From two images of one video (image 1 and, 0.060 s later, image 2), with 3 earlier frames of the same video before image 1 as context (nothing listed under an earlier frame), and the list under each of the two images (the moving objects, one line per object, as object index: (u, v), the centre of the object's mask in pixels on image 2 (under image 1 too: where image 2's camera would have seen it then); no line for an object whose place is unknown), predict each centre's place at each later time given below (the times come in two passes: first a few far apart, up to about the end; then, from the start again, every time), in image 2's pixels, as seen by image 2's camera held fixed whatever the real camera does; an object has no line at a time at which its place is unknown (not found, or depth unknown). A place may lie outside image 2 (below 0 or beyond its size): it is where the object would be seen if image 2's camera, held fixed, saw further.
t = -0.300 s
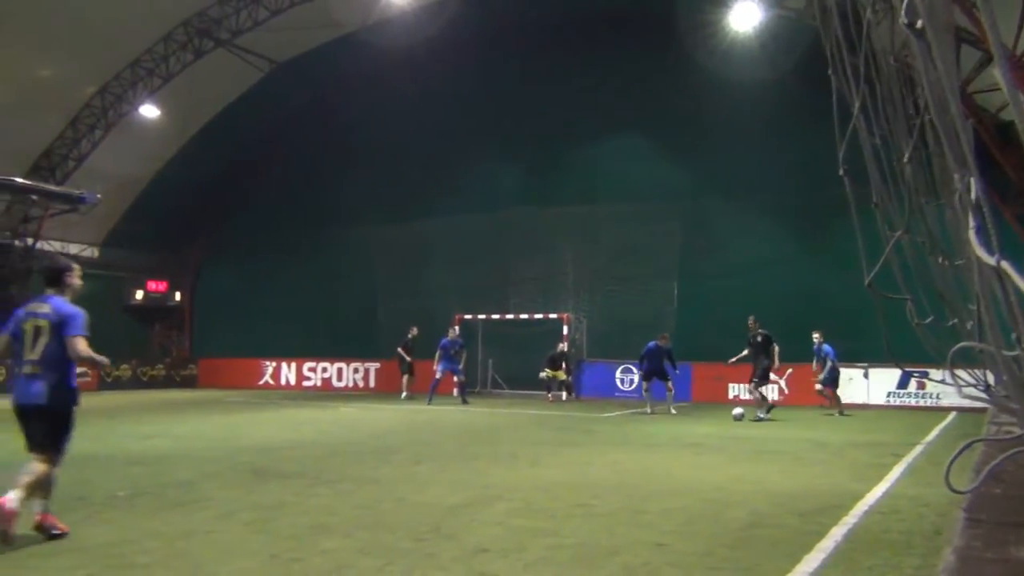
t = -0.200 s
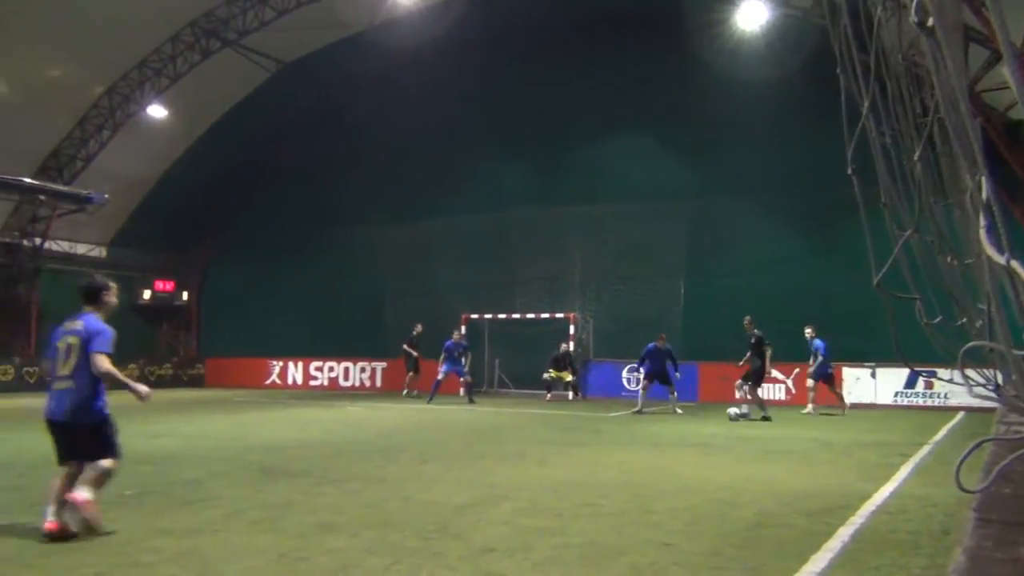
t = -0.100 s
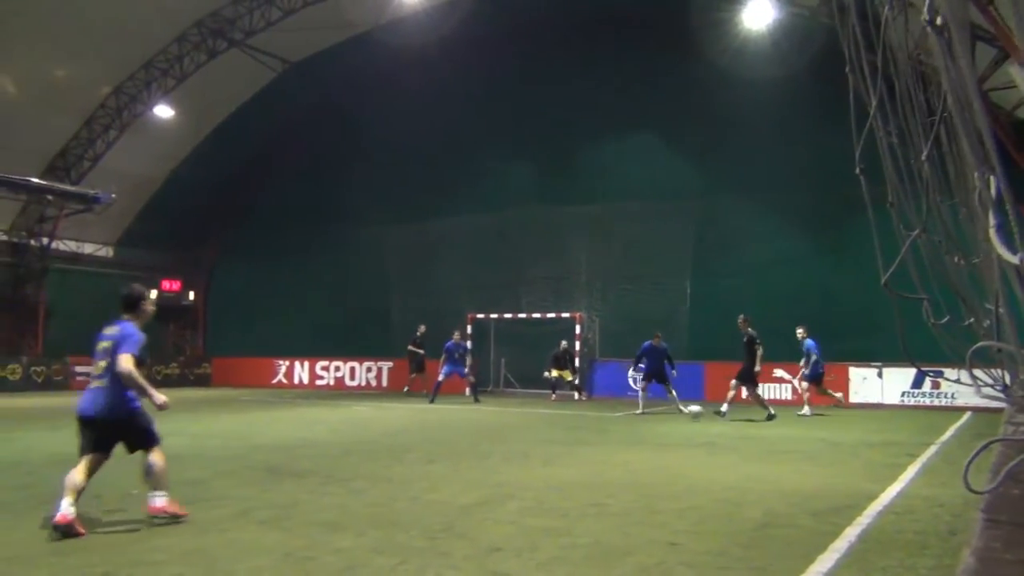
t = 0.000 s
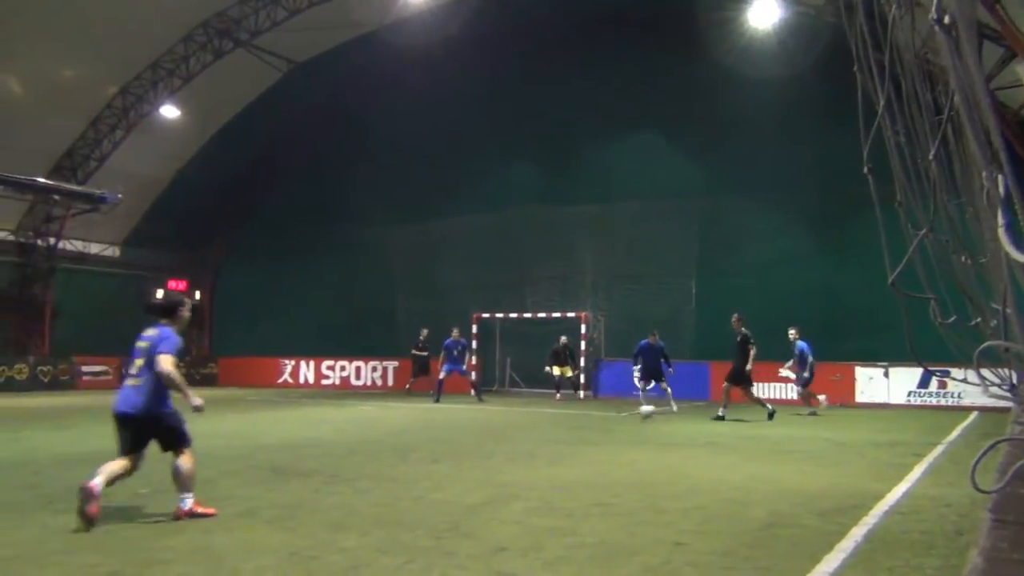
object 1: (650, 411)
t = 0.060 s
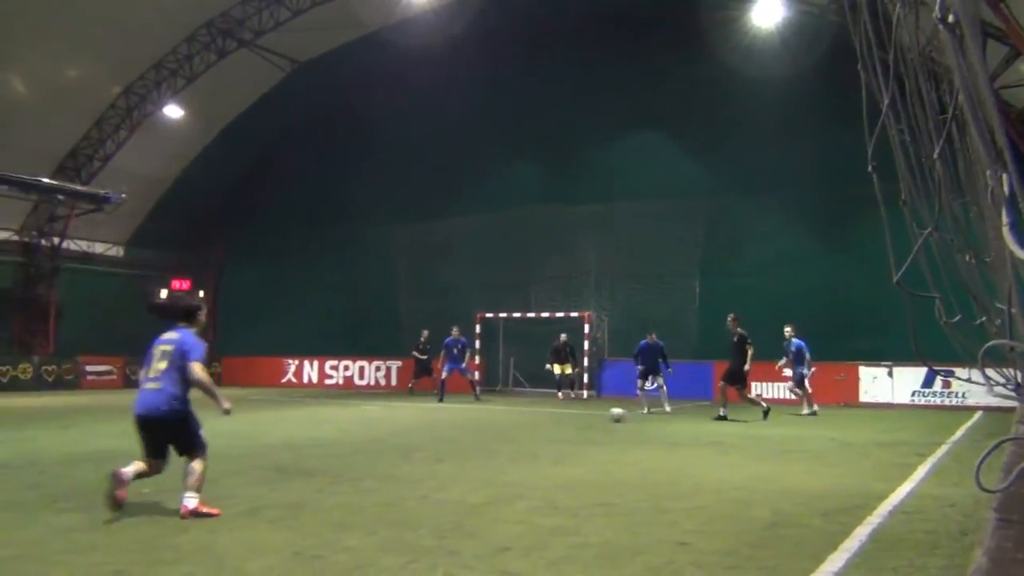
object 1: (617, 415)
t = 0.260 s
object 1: (521, 415)
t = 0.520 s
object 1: (407, 419)
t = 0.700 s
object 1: (327, 419)
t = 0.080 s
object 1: (607, 414)
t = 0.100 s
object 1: (597, 414)
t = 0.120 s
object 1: (589, 413)
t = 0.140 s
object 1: (578, 413)
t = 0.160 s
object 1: (569, 413)
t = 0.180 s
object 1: (558, 414)
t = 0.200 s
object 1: (548, 415)
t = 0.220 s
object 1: (538, 416)
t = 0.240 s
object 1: (529, 416)
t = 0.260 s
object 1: (521, 415)
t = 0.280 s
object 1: (512, 415)
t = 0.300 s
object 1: (503, 415)
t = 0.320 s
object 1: (494, 415)
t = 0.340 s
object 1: (484, 415)
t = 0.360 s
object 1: (476, 415)
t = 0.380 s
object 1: (468, 416)
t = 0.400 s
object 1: (459, 417)
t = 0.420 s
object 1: (451, 417)
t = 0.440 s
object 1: (441, 417)
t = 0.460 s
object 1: (432, 417)
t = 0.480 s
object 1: (424, 417)
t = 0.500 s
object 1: (416, 418)
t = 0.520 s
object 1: (407, 419)
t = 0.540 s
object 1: (398, 419)
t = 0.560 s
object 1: (389, 419)
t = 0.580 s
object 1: (381, 418)
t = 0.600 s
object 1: (373, 419)
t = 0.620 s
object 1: (364, 419)
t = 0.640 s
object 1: (355, 419)
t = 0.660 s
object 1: (345, 420)
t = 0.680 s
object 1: (337, 420)
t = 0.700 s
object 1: (327, 419)
